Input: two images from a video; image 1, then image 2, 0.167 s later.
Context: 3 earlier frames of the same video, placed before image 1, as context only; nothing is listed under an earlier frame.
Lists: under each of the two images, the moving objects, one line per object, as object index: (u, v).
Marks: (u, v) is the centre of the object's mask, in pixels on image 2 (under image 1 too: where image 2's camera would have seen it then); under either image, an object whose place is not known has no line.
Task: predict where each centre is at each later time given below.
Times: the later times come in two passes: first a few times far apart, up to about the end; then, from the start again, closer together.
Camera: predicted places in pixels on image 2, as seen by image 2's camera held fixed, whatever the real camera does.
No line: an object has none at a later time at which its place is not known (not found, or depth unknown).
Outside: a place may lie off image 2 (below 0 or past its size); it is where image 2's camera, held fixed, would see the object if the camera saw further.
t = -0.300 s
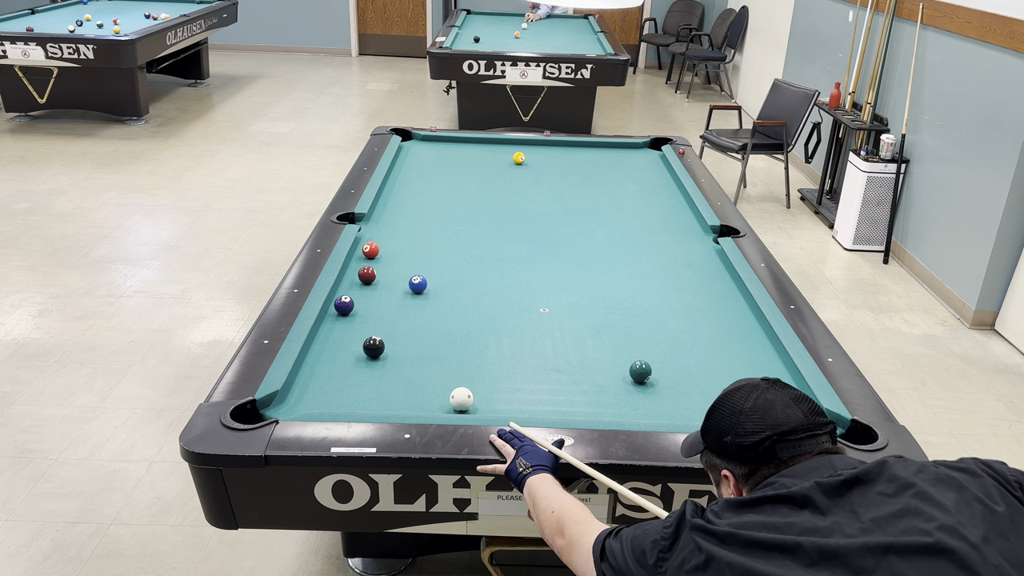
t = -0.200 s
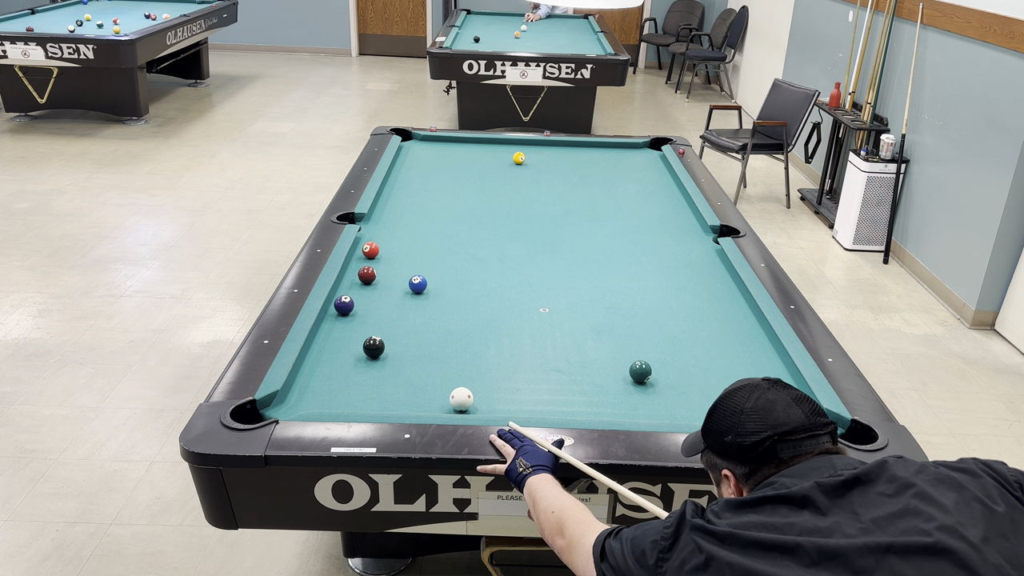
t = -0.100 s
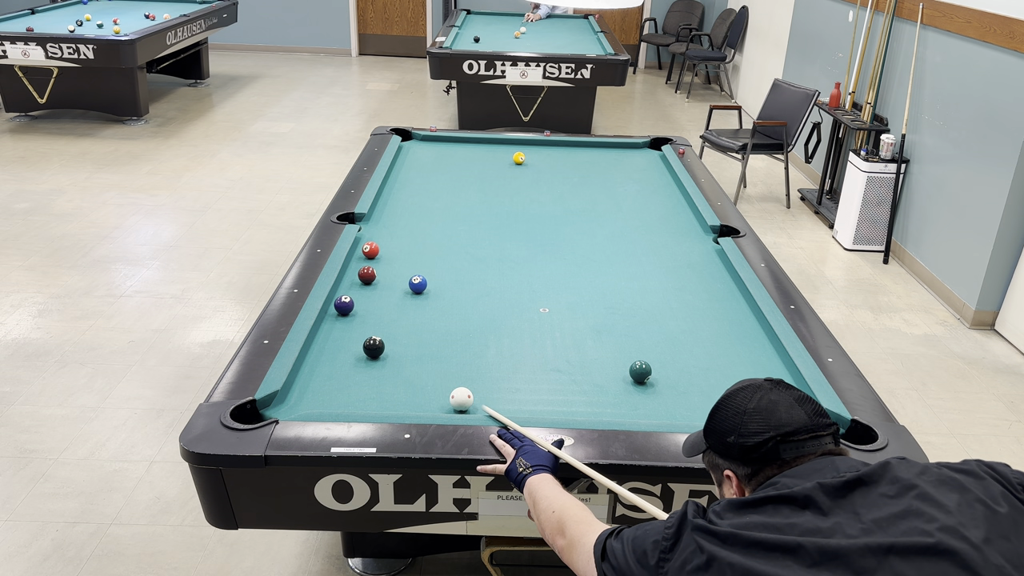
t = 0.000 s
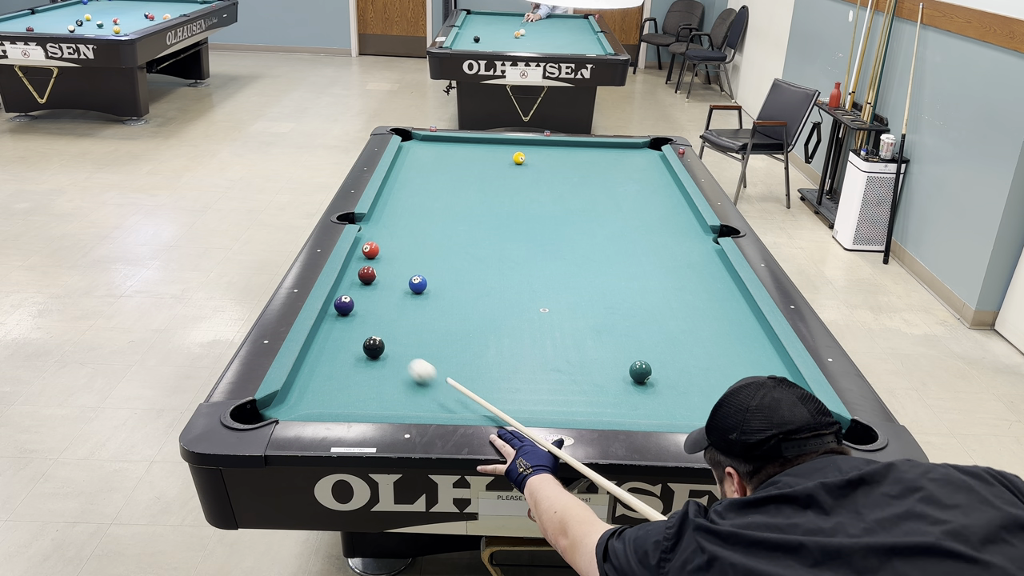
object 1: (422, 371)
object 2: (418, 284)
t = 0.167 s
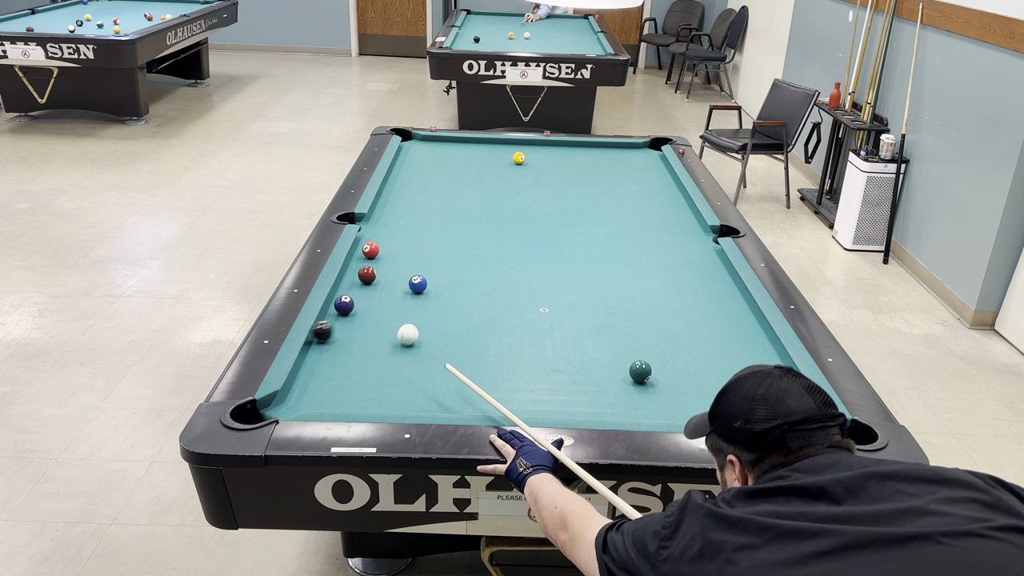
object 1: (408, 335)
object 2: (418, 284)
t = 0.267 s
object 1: (413, 318)
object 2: (418, 284)
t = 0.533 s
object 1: (407, 290)
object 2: (423, 274)
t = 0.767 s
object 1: (395, 282)
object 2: (432, 257)
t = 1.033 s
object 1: (385, 275)
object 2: (441, 240)
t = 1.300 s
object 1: (385, 269)
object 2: (449, 225)
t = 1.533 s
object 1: (386, 265)
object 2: (455, 214)
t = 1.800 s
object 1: (388, 261)
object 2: (462, 202)
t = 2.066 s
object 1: (391, 257)
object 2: (469, 192)
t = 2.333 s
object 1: (393, 255)
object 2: (475, 182)
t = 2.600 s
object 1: (393, 253)
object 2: (479, 174)
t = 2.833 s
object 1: (394, 252)
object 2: (483, 168)
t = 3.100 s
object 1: (394, 251)
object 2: (487, 161)
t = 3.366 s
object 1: (394, 251)
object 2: (490, 156)
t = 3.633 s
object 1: (393, 251)
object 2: (494, 150)
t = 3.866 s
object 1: (393, 251)
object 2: (497, 146)
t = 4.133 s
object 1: (393, 251)
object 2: (500, 142)
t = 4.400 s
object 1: (393, 251)
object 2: (502, 142)
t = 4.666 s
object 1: (393, 251)
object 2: (503, 144)
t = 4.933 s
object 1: (393, 251)
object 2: (504, 146)
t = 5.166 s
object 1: (393, 251)
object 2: (505, 147)
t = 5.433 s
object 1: (393, 251)
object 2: (505, 148)
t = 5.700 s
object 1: (393, 251)
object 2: (506, 149)
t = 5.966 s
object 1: (393, 251)
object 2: (505, 149)
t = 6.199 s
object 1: (393, 251)
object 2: (505, 150)
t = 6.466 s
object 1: (393, 251)
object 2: (505, 150)
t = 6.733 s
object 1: (393, 251)
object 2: (505, 150)
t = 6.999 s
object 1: (393, 251)
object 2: (505, 150)
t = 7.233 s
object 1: (393, 251)
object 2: (505, 150)
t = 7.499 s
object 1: (393, 251)
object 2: (505, 150)
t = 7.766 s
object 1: (393, 251)
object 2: (505, 150)
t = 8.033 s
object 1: (393, 251)
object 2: (505, 150)
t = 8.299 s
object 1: (393, 251)
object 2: (505, 150)
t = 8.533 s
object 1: (393, 251)
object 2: (505, 150)
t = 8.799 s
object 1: (393, 251)
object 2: (505, 150)
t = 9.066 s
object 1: (393, 251)
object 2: (505, 150)
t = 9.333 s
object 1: (393, 251)
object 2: (505, 150)
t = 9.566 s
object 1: (393, 251)
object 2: (505, 150)
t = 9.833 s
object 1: (393, 251)
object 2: (505, 150)
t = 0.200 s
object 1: (410, 329)
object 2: (418, 284)
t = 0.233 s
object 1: (412, 324)
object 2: (418, 284)
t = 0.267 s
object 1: (413, 318)
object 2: (418, 284)
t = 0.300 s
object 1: (413, 313)
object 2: (418, 284)
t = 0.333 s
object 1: (413, 308)
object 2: (418, 284)
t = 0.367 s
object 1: (413, 302)
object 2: (418, 284)
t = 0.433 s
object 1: (413, 293)
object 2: (419, 281)
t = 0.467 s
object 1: (411, 291)
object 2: (420, 279)
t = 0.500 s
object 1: (409, 291)
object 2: (421, 277)
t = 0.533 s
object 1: (407, 290)
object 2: (423, 274)
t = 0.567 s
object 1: (405, 289)
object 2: (424, 271)
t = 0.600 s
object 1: (403, 288)
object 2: (426, 268)
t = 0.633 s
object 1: (402, 286)
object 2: (427, 266)
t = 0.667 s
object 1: (400, 285)
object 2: (428, 263)
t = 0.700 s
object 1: (398, 284)
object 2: (430, 261)
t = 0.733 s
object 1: (396, 283)
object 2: (431, 258)
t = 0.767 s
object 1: (395, 282)
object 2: (432, 257)
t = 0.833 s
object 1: (392, 280)
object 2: (434, 252)
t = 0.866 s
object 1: (390, 279)
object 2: (436, 250)
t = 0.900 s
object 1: (388, 278)
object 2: (437, 248)
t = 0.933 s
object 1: (387, 277)
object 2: (438, 246)
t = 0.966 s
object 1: (385, 276)
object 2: (439, 244)
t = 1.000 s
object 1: (385, 275)
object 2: (440, 242)
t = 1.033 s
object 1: (385, 275)
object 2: (441, 240)
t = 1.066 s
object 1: (385, 274)
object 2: (442, 238)
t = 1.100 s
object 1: (385, 273)
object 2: (443, 236)
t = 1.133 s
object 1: (385, 273)
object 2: (444, 234)
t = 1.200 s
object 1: (385, 271)
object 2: (446, 230)
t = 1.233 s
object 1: (385, 271)
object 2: (447, 229)
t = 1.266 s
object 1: (385, 270)
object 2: (448, 227)
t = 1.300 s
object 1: (385, 269)
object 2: (449, 225)
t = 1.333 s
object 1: (385, 269)
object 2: (450, 223)
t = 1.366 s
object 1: (385, 268)
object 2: (451, 222)
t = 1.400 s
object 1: (385, 267)
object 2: (452, 220)
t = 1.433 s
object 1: (386, 267)
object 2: (453, 219)
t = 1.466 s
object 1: (386, 266)
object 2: (453, 217)
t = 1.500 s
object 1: (386, 266)
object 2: (454, 215)
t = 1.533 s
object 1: (386, 265)
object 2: (455, 214)
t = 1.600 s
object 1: (387, 264)
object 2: (457, 211)
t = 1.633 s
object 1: (387, 264)
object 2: (458, 209)
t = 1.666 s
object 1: (387, 263)
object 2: (459, 208)
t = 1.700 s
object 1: (387, 262)
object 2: (460, 207)
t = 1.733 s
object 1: (388, 262)
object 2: (461, 205)
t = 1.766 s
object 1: (388, 261)
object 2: (462, 204)
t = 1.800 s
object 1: (388, 261)
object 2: (462, 202)
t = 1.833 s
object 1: (388, 260)
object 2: (463, 200)
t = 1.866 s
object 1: (389, 260)
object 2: (464, 199)
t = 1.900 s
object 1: (389, 259)
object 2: (465, 198)
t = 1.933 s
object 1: (389, 259)
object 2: (466, 197)
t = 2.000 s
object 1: (390, 258)
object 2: (467, 194)
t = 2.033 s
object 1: (390, 258)
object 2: (468, 193)
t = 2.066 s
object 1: (391, 257)
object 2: (469, 192)
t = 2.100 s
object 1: (391, 257)
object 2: (469, 191)
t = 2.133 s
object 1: (391, 257)
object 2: (470, 189)
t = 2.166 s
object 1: (392, 256)
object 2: (471, 188)
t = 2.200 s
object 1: (392, 256)
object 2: (472, 187)
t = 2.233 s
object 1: (392, 256)
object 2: (473, 186)
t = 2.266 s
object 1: (392, 255)
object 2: (473, 185)
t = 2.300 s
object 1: (393, 255)
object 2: (474, 184)
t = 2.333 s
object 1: (393, 255)
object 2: (475, 182)
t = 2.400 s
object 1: (393, 254)
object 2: (476, 180)
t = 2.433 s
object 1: (393, 254)
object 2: (477, 180)
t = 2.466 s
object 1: (393, 254)
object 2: (477, 179)
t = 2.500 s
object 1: (393, 254)
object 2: (478, 177)
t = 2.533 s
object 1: (393, 253)
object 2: (478, 176)
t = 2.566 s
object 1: (393, 253)
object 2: (479, 175)
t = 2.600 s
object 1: (393, 253)
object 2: (479, 174)
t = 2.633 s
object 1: (393, 253)
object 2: (480, 174)
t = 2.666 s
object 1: (393, 253)
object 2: (481, 173)
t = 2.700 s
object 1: (393, 252)
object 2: (481, 172)
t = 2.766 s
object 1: (393, 252)
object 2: (482, 169)
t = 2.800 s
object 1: (394, 252)
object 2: (483, 168)
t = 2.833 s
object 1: (394, 252)
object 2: (483, 168)
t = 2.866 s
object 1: (394, 252)
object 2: (484, 167)
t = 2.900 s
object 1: (394, 251)
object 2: (484, 166)
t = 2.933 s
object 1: (394, 251)
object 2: (484, 165)
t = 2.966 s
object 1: (394, 251)
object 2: (485, 164)
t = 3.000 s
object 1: (394, 251)
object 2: (486, 163)
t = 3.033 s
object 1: (394, 251)
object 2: (486, 163)
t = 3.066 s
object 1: (394, 251)
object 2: (486, 162)
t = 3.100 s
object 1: (394, 251)
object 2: (487, 161)
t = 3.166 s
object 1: (394, 251)
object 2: (488, 160)
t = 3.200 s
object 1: (394, 251)
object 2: (488, 159)
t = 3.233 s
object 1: (394, 251)
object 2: (488, 158)
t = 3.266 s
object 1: (394, 251)
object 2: (489, 158)
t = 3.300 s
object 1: (394, 251)
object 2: (489, 157)
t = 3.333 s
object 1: (394, 251)
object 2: (490, 156)
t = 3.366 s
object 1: (394, 251)
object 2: (490, 156)
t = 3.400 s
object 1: (394, 251)
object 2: (491, 155)
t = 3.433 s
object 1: (394, 251)
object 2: (491, 154)
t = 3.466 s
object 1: (394, 251)
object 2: (491, 154)
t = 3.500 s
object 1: (394, 251)
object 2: (492, 153)
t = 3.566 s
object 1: (393, 251)
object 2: (493, 152)
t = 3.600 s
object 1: (393, 251)
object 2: (493, 151)
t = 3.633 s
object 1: (393, 251)
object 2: (494, 150)
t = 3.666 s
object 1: (393, 251)
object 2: (494, 149)
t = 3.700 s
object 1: (394, 251)
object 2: (495, 149)
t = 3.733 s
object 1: (393, 251)
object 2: (495, 148)
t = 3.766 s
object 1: (394, 251)
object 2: (496, 147)
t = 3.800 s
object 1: (393, 251)
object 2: (496, 147)
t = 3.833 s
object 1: (393, 251)
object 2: (496, 146)
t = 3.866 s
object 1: (393, 251)
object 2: (497, 146)
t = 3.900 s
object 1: (393, 251)
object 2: (497, 145)
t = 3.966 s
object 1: (393, 251)
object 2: (498, 144)
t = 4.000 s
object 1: (393, 251)
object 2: (499, 143)
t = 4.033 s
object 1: (393, 251)
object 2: (499, 143)
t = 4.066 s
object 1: (393, 251)
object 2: (499, 143)
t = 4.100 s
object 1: (393, 251)
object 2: (499, 142)
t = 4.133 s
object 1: (393, 251)
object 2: (500, 142)
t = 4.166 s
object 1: (393, 251)
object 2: (500, 141)
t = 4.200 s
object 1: (393, 251)
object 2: (501, 141)
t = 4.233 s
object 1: (393, 251)
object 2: (501, 141)
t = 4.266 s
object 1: (393, 251)
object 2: (501, 141)
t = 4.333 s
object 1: (393, 251)
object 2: (502, 142)
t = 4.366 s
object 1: (393, 251)
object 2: (502, 142)
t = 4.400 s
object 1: (393, 251)
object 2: (502, 142)
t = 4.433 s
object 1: (393, 251)
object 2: (502, 142)
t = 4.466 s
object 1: (393, 251)
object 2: (502, 143)
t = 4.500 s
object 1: (393, 251)
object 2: (503, 143)
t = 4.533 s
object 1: (393, 251)
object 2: (503, 143)
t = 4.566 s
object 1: (393, 251)
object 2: (503, 143)
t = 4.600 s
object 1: (393, 251)
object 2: (503, 144)
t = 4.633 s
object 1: (393, 251)
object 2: (503, 144)
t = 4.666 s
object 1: (393, 251)
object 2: (503, 144)
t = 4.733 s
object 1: (393, 251)
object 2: (504, 144)
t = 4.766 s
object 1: (393, 251)
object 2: (504, 144)
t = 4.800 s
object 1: (393, 251)
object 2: (504, 145)
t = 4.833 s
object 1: (393, 251)
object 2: (504, 145)
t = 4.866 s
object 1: (393, 251)
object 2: (504, 145)
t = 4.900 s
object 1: (393, 251)
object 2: (504, 145)
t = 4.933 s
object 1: (393, 251)
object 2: (504, 146)
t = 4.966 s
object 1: (393, 251)
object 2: (504, 146)
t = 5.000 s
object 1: (393, 251)
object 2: (504, 146)
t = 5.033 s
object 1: (393, 251)
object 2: (504, 146)
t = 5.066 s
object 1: (393, 251)
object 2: (504, 147)
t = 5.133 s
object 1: (393, 251)
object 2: (505, 147)
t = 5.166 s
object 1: (393, 251)
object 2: (505, 147)
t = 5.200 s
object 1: (393, 251)
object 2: (505, 147)
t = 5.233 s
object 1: (393, 251)
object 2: (505, 147)
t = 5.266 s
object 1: (393, 251)
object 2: (505, 148)
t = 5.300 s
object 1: (393, 251)
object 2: (505, 148)
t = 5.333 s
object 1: (393, 251)
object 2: (505, 148)
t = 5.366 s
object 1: (393, 251)
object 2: (505, 148)
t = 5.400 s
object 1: (393, 251)
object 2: (505, 148)
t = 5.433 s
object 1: (393, 251)
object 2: (505, 148)
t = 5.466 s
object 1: (393, 251)
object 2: (505, 148)
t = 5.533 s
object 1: (393, 251)
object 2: (505, 148)
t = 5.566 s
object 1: (393, 251)
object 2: (505, 149)
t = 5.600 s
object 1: (393, 251)
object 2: (505, 149)
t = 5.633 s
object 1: (393, 251)
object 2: (505, 149)
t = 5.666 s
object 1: (393, 251)
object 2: (505, 149)
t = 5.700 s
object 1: (393, 251)
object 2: (506, 149)
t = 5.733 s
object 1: (393, 251)
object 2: (506, 149)
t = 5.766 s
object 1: (393, 251)
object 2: (506, 149)
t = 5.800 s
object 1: (393, 251)
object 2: (506, 149)
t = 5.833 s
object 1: (393, 251)
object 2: (506, 149)
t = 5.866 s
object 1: (393, 251)
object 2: (506, 149)
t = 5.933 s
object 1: (393, 251)
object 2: (506, 149)
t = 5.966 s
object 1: (393, 251)
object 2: (505, 149)
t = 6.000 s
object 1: (393, 251)
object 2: (505, 150)
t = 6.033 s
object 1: (393, 251)
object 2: (505, 150)
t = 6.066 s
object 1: (393, 251)
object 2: (505, 150)
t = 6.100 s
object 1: (393, 251)
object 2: (505, 150)
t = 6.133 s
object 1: (393, 251)
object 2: (505, 150)
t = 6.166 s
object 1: (393, 251)
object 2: (505, 150)
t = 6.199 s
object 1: (393, 251)
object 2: (505, 150)
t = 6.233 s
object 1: (393, 251)
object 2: (505, 150)
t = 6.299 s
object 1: (393, 251)
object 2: (505, 150)
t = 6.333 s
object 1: (393, 251)
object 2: (505, 150)
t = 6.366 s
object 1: (393, 251)
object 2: (505, 150)
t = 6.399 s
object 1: (393, 251)
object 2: (505, 150)
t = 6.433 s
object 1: (393, 251)
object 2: (505, 150)
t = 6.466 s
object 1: (393, 251)
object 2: (505, 150)
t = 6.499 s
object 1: (393, 251)
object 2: (505, 150)
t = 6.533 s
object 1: (393, 251)
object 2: (505, 150)
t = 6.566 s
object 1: (393, 251)
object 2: (505, 150)
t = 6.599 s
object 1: (393, 251)
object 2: (505, 150)
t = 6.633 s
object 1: (393, 251)
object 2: (505, 150)
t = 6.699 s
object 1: (393, 251)
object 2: (505, 150)
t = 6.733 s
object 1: (393, 251)
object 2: (505, 150)
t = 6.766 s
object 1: (393, 251)
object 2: (505, 150)
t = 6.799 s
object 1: (393, 251)
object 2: (505, 150)
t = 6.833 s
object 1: (393, 251)
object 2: (505, 150)
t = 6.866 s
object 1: (393, 251)
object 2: (505, 150)
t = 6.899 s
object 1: (393, 251)
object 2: (505, 150)
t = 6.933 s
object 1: (393, 251)
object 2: (505, 150)
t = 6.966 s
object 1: (393, 251)
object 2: (505, 150)
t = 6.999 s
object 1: (393, 251)
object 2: (505, 150)
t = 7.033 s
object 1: (393, 251)
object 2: (505, 150)
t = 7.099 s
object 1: (393, 251)
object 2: (505, 150)
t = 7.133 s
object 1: (393, 251)
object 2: (505, 150)
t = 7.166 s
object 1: (393, 251)
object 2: (505, 150)
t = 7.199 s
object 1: (393, 251)
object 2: (505, 150)
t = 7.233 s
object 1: (393, 251)
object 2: (505, 150)
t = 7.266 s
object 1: (393, 251)
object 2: (505, 150)
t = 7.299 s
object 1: (393, 251)
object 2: (505, 150)
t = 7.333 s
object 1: (393, 251)
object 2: (505, 150)
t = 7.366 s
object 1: (393, 251)
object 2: (505, 150)
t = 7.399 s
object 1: (393, 251)
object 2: (505, 150)
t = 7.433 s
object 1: (393, 251)
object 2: (505, 150)
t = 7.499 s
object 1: (393, 251)
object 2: (505, 150)
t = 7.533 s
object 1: (393, 251)
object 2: (505, 150)
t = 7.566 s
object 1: (393, 251)
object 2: (505, 150)
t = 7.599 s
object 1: (393, 251)
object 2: (505, 150)
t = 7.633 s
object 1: (393, 251)
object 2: (505, 150)
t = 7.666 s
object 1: (393, 251)
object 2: (505, 150)
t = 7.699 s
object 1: (393, 251)
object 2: (505, 150)
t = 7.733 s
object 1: (393, 251)
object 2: (505, 150)
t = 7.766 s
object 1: (393, 251)
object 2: (505, 150)
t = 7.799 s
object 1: (393, 251)
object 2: (505, 150)
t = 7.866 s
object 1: (393, 251)
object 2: (505, 150)
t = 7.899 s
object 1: (393, 251)
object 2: (505, 150)
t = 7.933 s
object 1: (393, 251)
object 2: (505, 150)
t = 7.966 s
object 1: (393, 251)
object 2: (505, 150)
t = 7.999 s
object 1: (393, 251)
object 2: (505, 150)
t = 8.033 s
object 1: (393, 251)
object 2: (505, 150)
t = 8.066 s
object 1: (393, 251)
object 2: (505, 150)
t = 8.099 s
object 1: (393, 251)
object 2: (505, 150)
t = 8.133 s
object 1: (393, 251)
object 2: (505, 150)
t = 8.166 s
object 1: (393, 251)
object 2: (505, 150)
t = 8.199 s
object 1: (393, 251)
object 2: (505, 150)
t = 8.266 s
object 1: (393, 251)
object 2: (505, 150)
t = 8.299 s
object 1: (393, 251)
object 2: (505, 150)
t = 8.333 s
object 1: (393, 251)
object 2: (505, 150)
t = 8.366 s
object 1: (393, 251)
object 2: (505, 150)
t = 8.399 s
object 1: (393, 251)
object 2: (505, 150)
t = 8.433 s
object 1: (393, 251)
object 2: (505, 150)
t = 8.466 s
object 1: (393, 251)
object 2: (505, 150)
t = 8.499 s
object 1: (393, 251)
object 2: (505, 150)
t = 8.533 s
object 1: (393, 251)
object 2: (505, 150)
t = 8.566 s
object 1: (393, 251)
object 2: (505, 150)
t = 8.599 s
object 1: (393, 251)
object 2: (505, 150)
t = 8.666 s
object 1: (393, 251)
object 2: (505, 150)
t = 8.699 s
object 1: (393, 251)
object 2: (505, 150)
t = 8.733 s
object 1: (393, 251)
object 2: (505, 150)
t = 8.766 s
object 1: (393, 251)
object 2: (505, 150)
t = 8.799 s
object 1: (393, 251)
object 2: (505, 150)
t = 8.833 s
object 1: (393, 251)
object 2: (505, 150)
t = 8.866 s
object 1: (393, 251)
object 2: (505, 150)
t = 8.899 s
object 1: (393, 251)
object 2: (505, 150)
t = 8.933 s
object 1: (393, 251)
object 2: (505, 150)
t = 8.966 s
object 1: (393, 251)
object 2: (505, 150)
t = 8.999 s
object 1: (393, 251)
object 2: (505, 150)
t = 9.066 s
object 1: (393, 251)
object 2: (505, 150)
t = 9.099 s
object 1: (393, 251)
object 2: (505, 150)
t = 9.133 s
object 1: (393, 251)
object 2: (505, 150)
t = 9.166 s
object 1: (393, 251)
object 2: (505, 150)
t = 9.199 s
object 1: (393, 251)
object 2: (505, 150)
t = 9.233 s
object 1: (393, 251)
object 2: (505, 150)
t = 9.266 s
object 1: (393, 251)
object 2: (505, 150)
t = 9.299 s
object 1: (393, 251)
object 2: (505, 150)
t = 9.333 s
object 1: (393, 251)
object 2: (505, 150)
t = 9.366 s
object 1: (393, 251)
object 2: (505, 150)
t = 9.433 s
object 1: (393, 251)
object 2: (505, 150)
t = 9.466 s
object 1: (393, 251)
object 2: (505, 150)
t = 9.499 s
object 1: (393, 251)
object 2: (505, 150)
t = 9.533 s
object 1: (393, 251)
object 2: (505, 150)
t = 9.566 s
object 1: (393, 251)
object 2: (505, 150)
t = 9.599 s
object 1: (393, 251)
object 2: (505, 150)
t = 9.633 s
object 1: (393, 251)
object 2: (505, 150)
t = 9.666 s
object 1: (393, 251)
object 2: (505, 150)
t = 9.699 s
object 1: (393, 251)
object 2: (505, 150)
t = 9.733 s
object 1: (393, 251)
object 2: (505, 150)
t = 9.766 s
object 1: (393, 251)
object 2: (505, 150)
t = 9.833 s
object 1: (393, 251)
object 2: (505, 150)
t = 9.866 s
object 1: (393, 251)
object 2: (505, 150)
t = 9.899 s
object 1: (393, 251)
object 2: (505, 150)
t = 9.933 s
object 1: (393, 251)
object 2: (505, 150)
